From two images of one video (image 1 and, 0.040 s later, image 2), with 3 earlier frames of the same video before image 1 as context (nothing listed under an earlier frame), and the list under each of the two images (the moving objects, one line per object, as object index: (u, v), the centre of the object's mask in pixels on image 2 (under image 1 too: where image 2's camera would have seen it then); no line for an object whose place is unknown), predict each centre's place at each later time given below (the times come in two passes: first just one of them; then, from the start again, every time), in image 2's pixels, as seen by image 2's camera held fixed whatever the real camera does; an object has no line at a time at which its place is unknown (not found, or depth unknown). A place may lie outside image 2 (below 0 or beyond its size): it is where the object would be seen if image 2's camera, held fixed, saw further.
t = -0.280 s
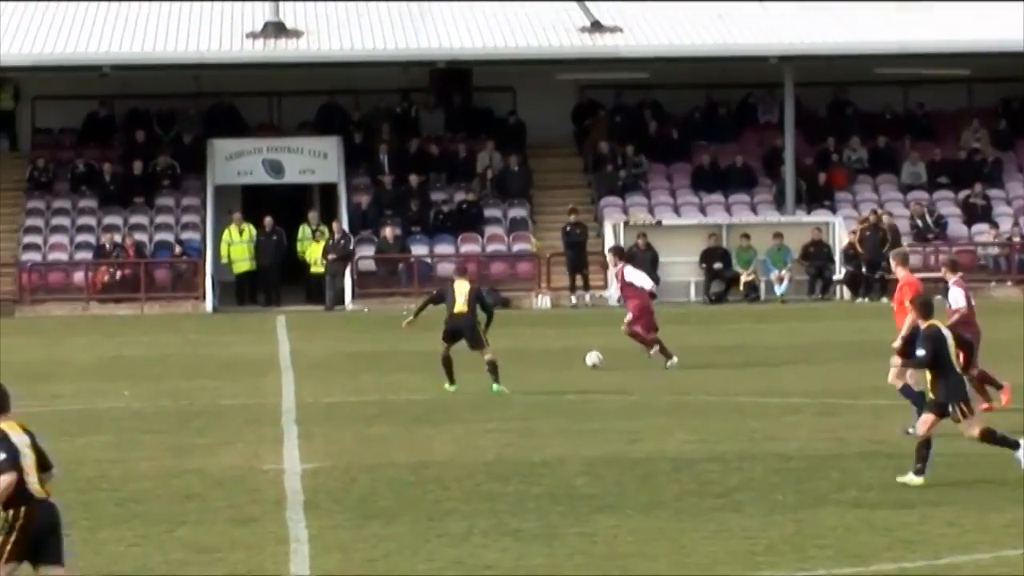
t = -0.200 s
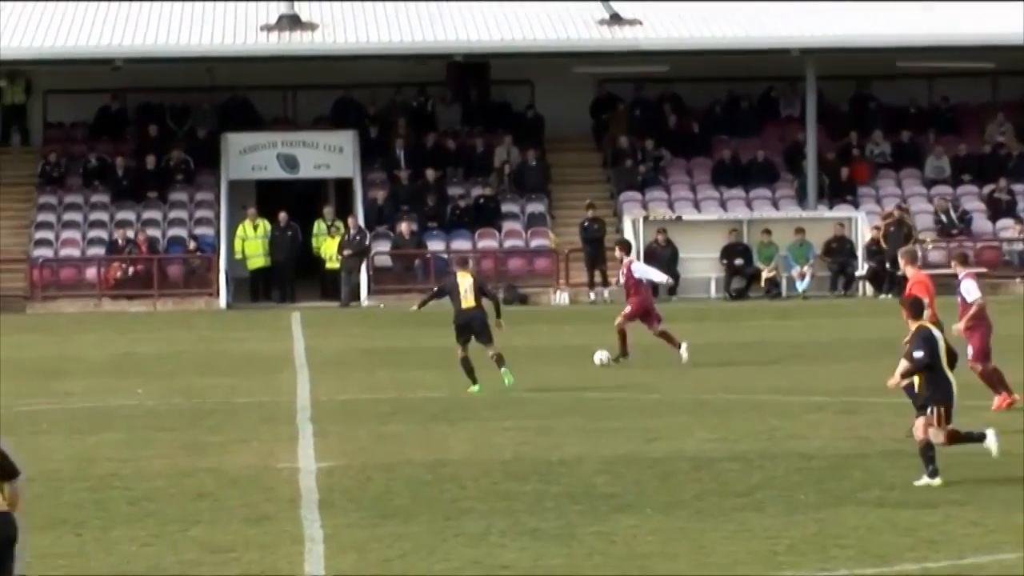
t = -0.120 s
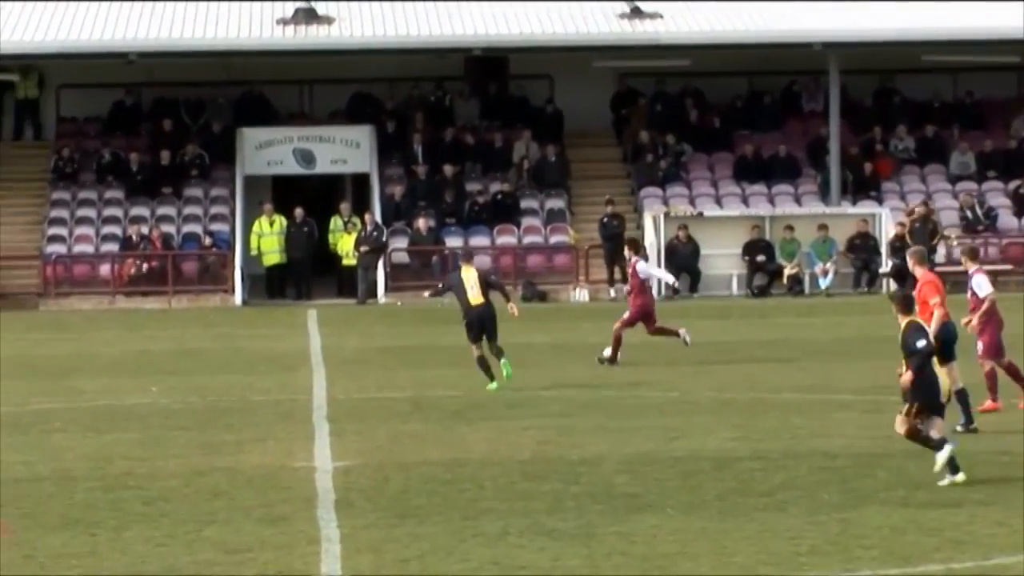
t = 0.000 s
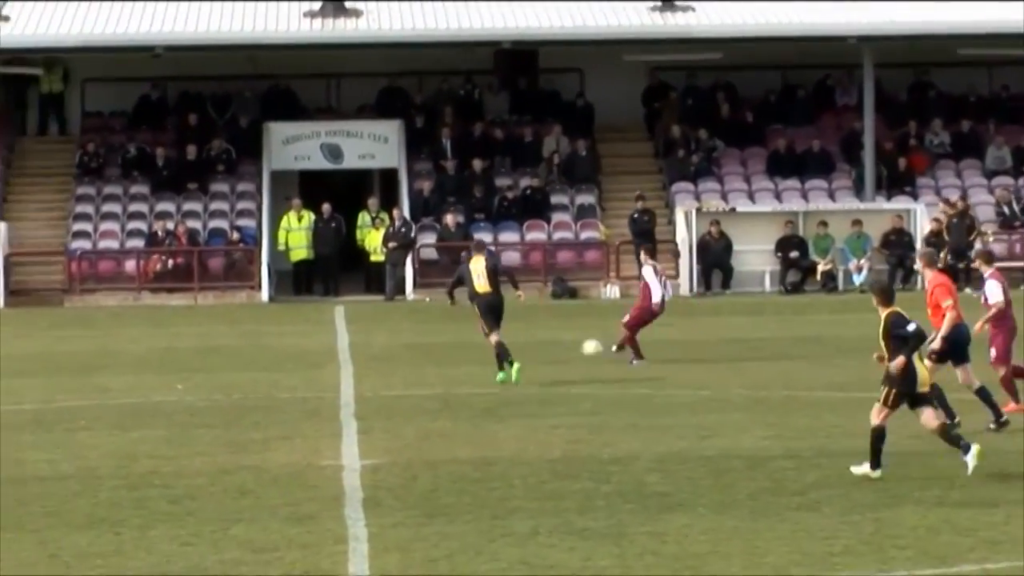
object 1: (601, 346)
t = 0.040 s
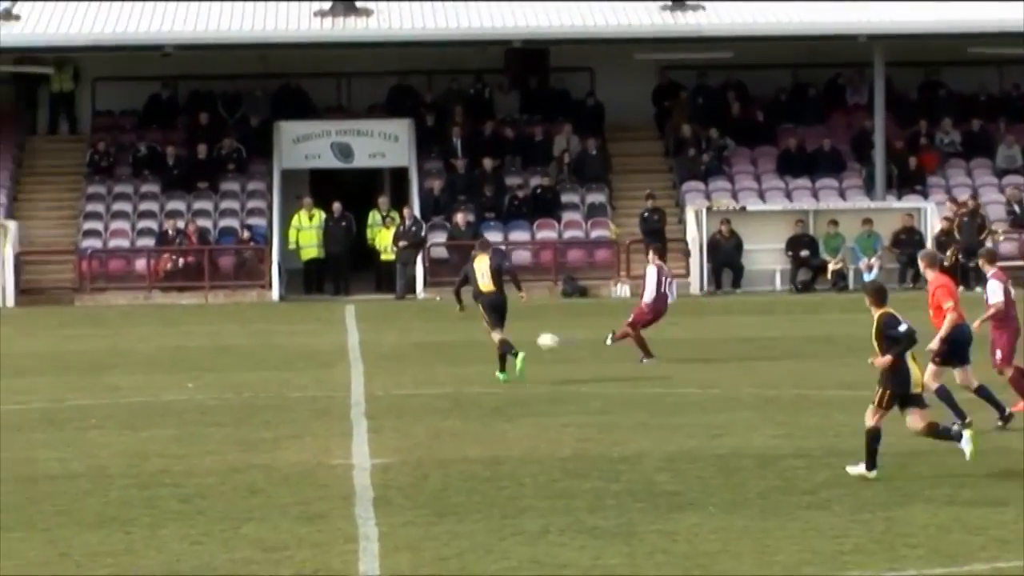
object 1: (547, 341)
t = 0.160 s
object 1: (389, 332)
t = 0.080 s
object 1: (502, 335)
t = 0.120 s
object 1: (442, 333)
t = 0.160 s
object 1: (389, 332)
